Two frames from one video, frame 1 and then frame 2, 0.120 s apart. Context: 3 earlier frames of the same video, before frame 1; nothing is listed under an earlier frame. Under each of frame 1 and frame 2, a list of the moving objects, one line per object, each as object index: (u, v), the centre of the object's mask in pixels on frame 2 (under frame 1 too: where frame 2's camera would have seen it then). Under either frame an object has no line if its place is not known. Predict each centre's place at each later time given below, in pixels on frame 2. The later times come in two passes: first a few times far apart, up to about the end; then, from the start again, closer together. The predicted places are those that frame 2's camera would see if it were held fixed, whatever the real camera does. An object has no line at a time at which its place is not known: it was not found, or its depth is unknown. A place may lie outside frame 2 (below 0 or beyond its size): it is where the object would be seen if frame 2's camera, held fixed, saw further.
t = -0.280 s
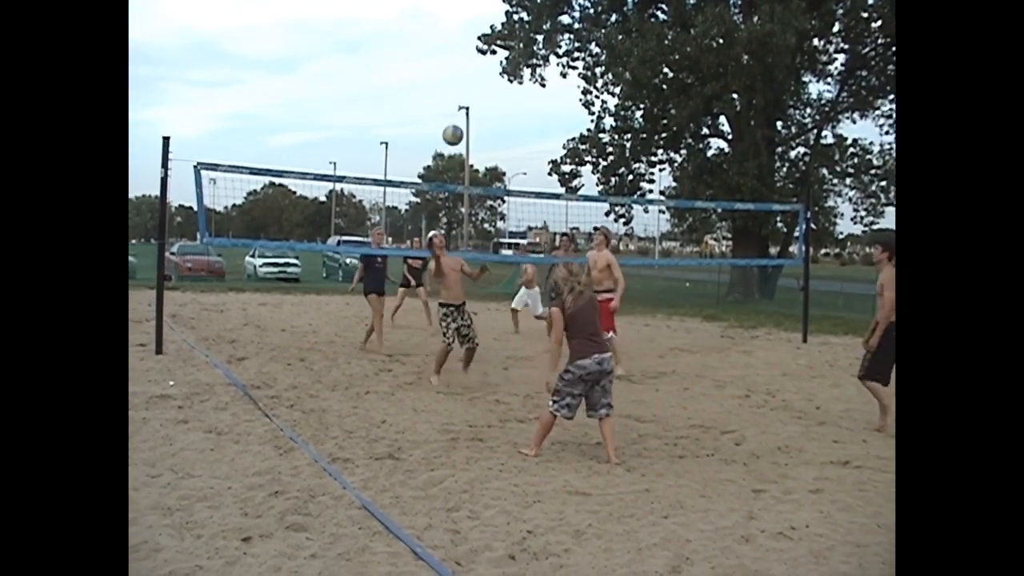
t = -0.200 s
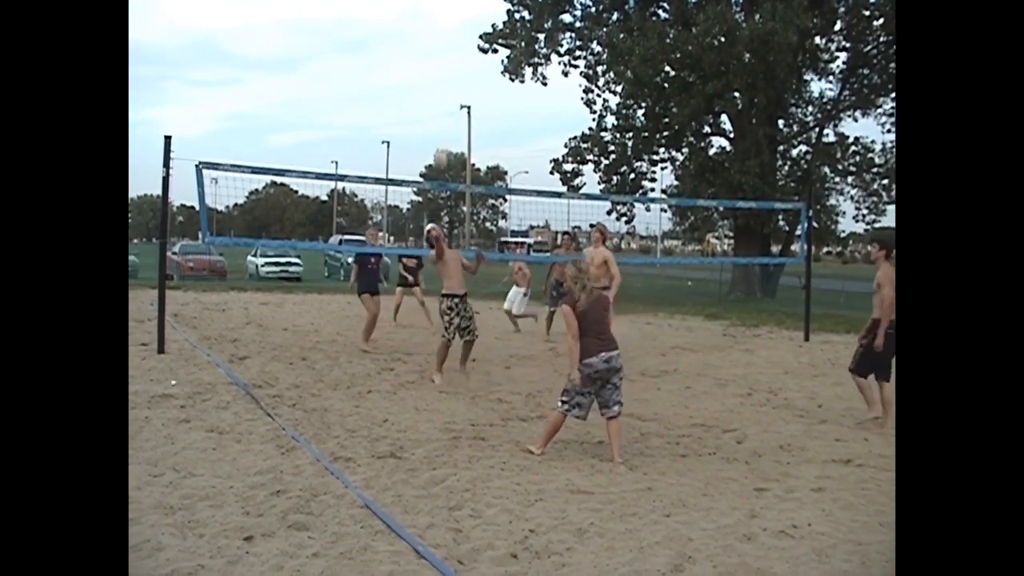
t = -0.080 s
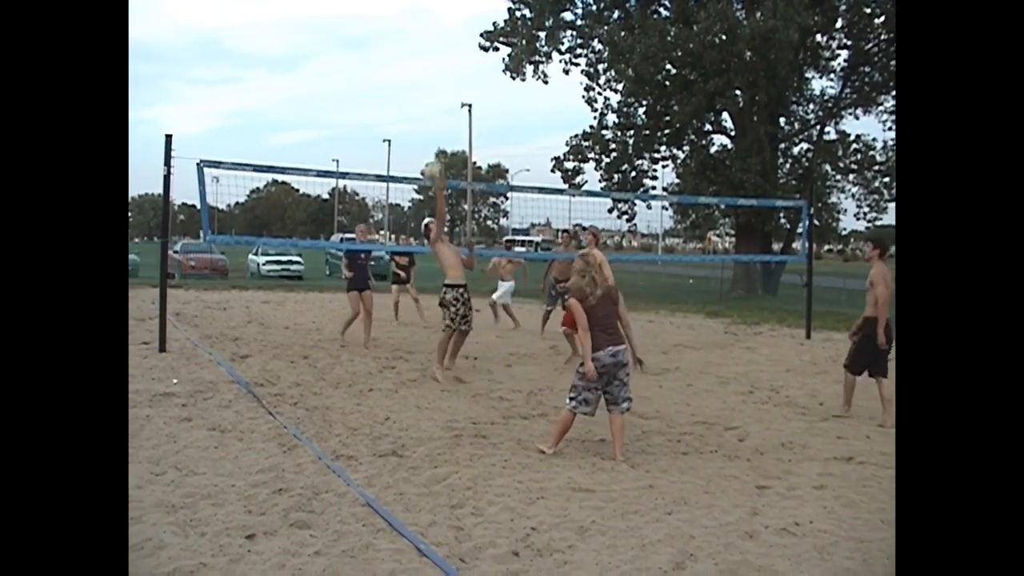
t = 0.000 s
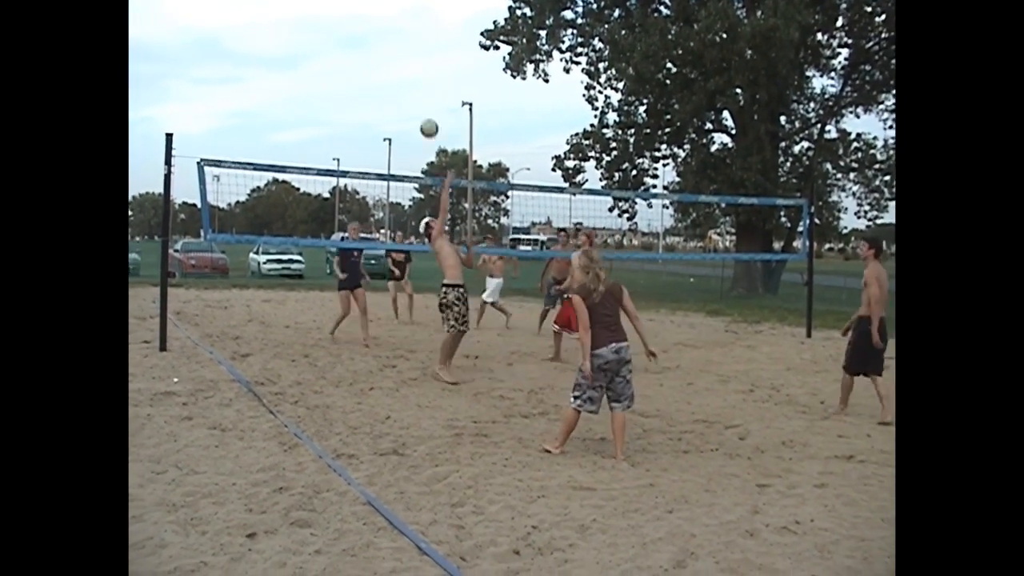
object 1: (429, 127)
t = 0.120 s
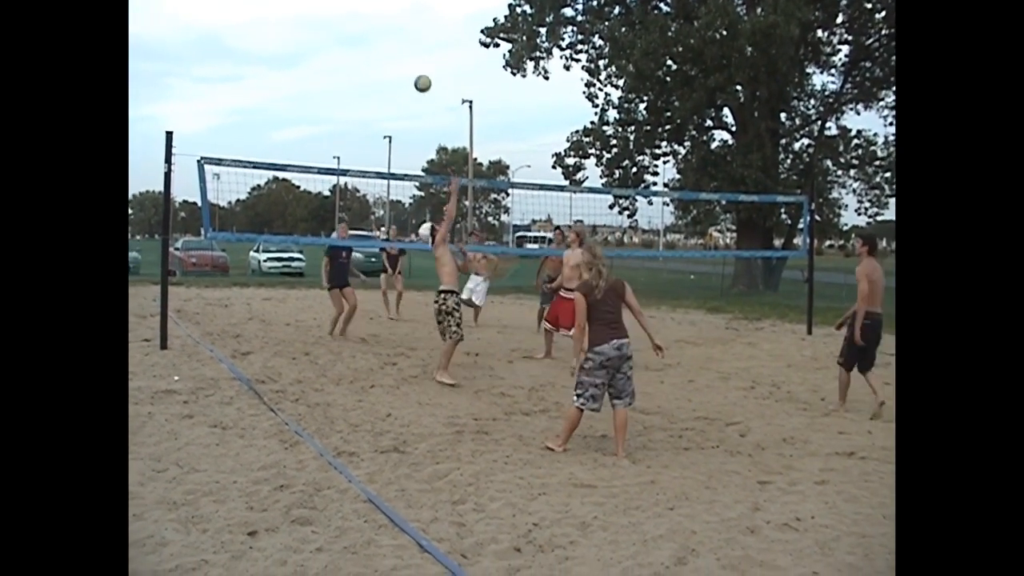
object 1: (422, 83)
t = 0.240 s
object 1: (416, 57)
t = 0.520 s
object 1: (404, 46)
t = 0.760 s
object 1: (395, 78)
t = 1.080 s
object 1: (384, 160)
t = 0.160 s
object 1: (420, 70)
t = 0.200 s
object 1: (418, 63)
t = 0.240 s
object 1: (416, 57)
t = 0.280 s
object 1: (414, 50)
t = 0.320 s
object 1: (413, 46)
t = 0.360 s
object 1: (410, 43)
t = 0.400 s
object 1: (409, 43)
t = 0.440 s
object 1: (407, 43)
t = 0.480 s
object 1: (405, 44)
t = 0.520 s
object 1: (404, 46)
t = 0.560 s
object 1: (402, 49)
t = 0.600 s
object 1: (401, 52)
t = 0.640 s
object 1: (400, 57)
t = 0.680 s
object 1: (398, 64)
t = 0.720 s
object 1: (397, 69)
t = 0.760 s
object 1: (395, 78)
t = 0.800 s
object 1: (394, 85)
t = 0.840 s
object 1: (393, 92)
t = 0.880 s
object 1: (392, 104)
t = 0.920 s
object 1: (391, 112)
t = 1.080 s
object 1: (384, 160)
